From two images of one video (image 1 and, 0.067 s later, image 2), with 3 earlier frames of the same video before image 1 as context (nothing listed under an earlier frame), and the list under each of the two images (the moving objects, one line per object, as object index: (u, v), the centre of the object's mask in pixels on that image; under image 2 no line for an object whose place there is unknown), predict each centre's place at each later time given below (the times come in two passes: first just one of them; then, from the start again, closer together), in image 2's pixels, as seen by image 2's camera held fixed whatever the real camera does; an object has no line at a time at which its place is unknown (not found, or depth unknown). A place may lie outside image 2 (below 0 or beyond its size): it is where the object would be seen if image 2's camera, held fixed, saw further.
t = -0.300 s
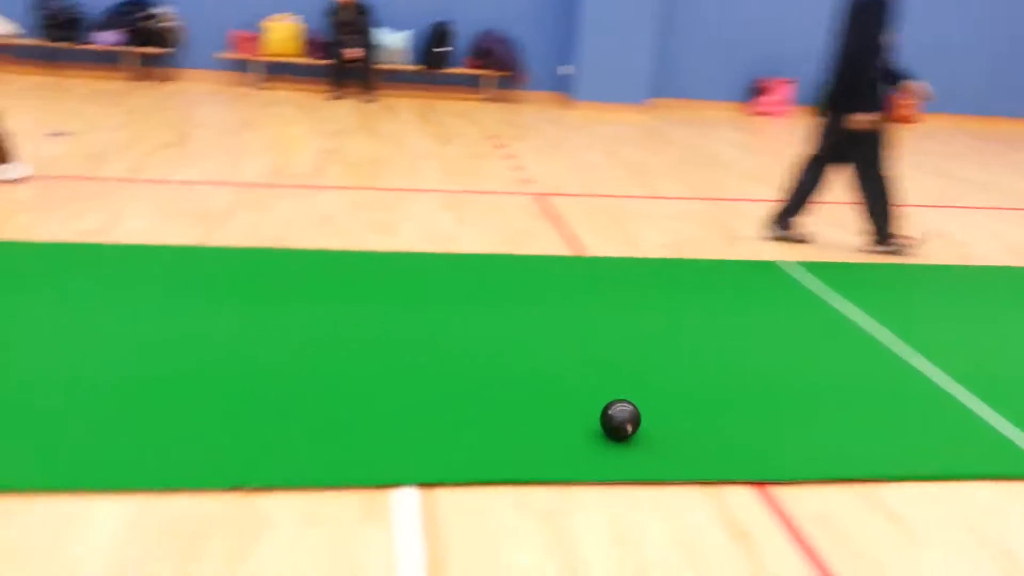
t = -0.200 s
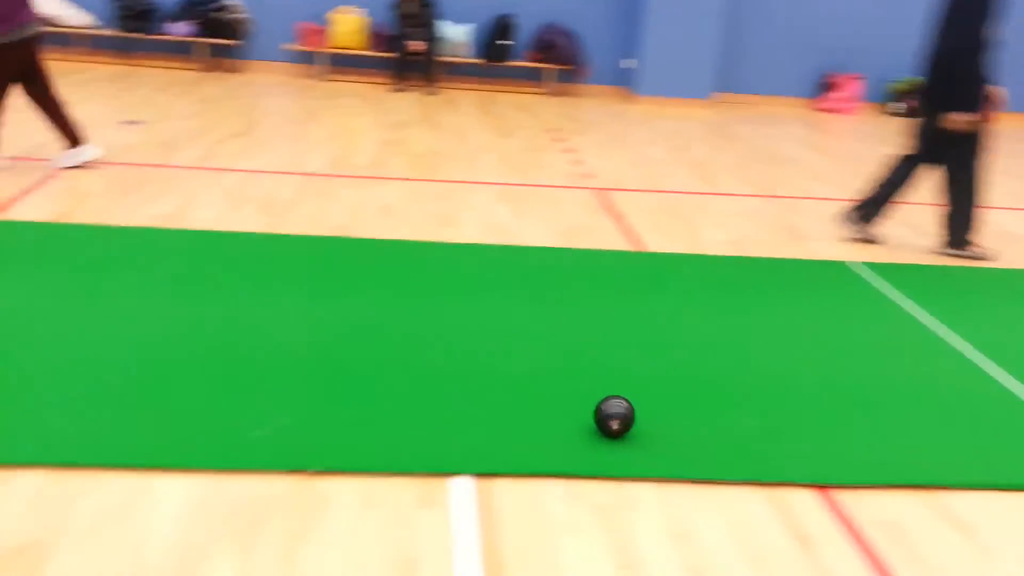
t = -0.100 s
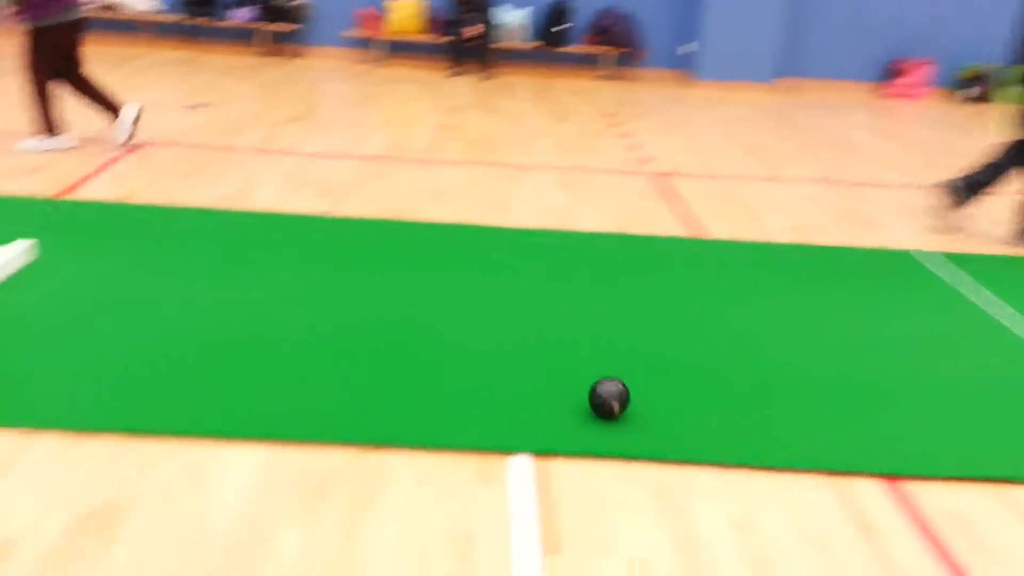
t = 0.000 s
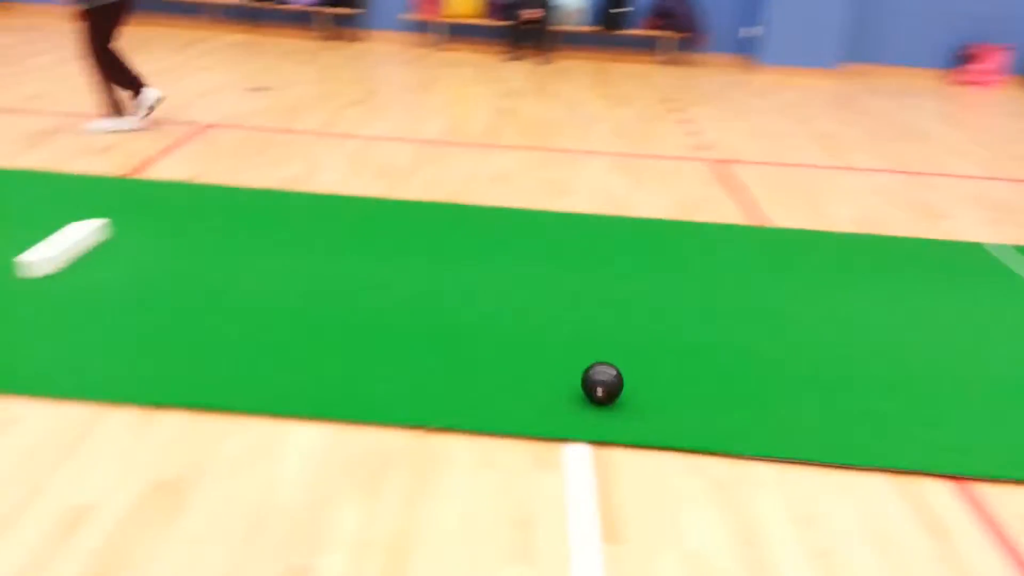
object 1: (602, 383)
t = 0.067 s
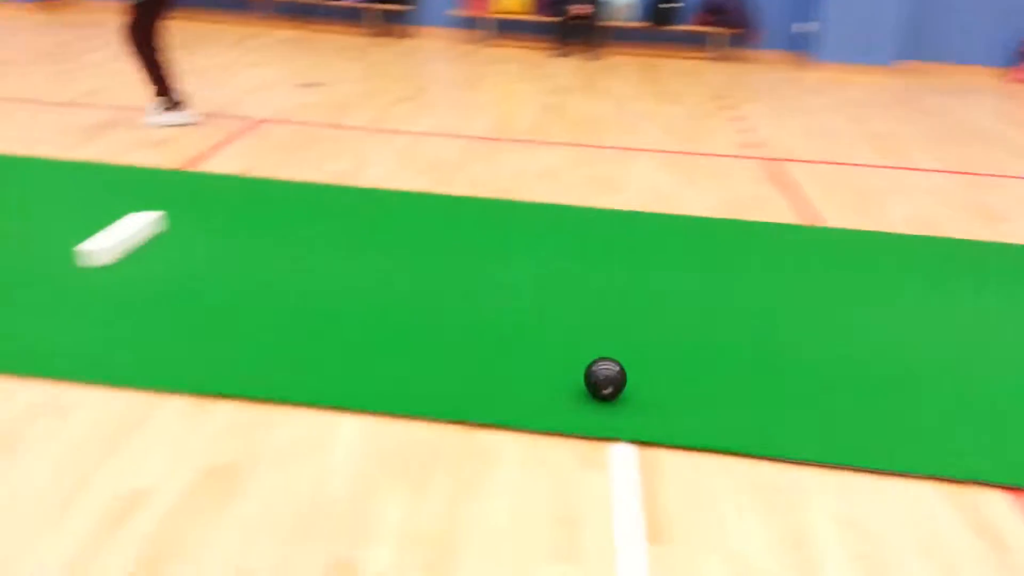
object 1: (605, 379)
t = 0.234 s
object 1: (498, 368)
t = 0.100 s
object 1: (584, 377)
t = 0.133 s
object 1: (562, 374)
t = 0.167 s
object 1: (540, 373)
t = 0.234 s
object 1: (498, 368)
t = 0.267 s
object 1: (477, 366)
